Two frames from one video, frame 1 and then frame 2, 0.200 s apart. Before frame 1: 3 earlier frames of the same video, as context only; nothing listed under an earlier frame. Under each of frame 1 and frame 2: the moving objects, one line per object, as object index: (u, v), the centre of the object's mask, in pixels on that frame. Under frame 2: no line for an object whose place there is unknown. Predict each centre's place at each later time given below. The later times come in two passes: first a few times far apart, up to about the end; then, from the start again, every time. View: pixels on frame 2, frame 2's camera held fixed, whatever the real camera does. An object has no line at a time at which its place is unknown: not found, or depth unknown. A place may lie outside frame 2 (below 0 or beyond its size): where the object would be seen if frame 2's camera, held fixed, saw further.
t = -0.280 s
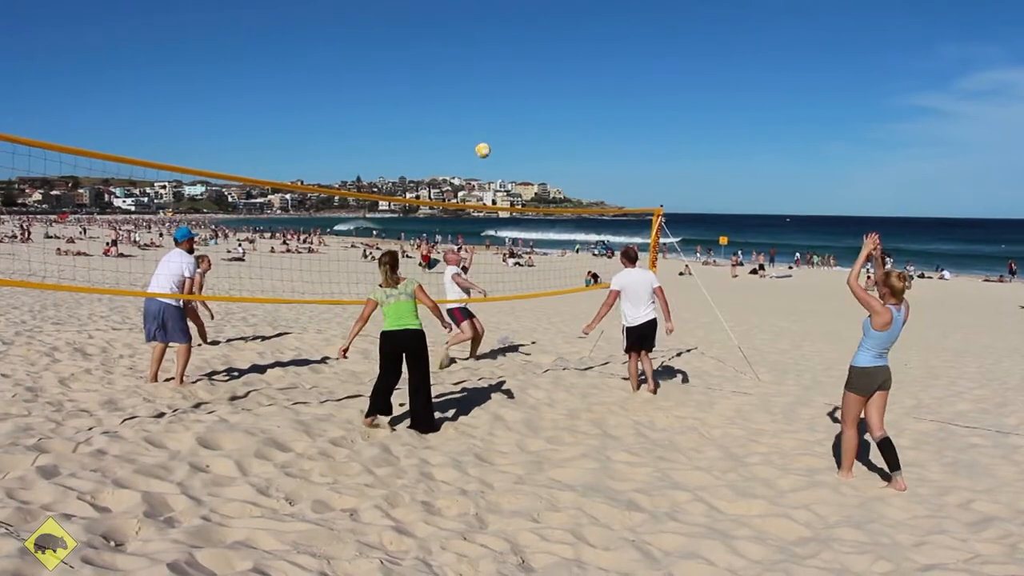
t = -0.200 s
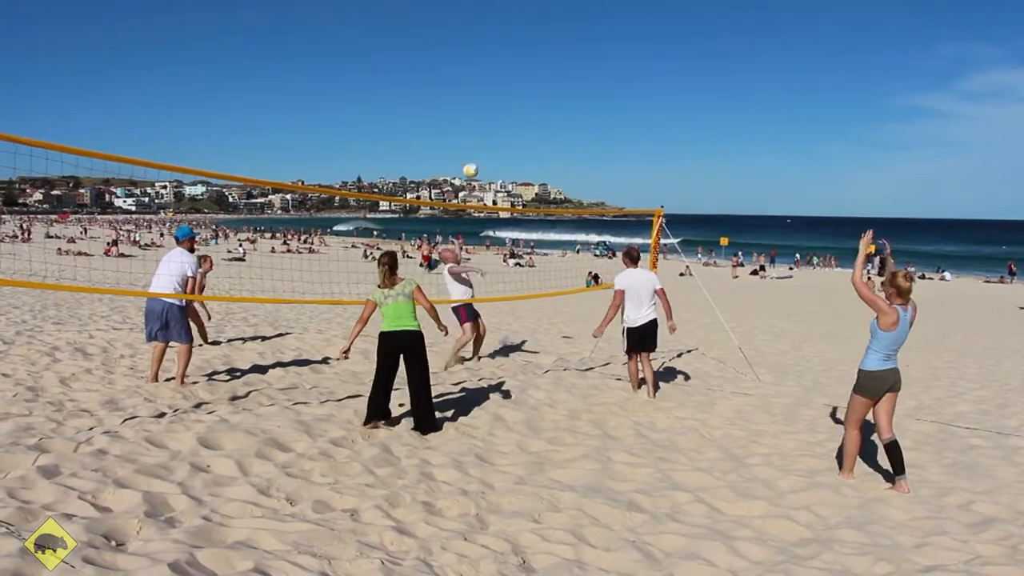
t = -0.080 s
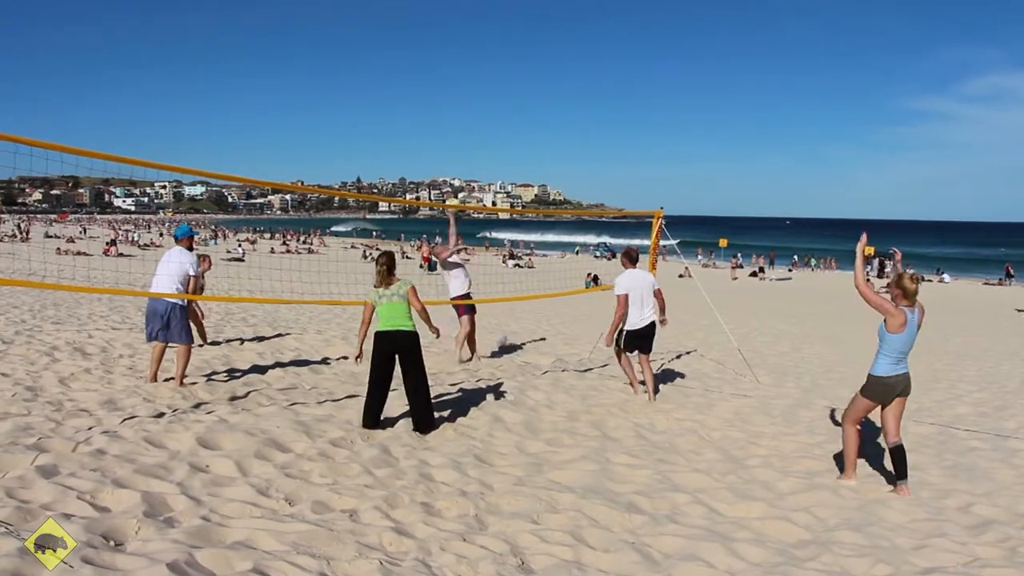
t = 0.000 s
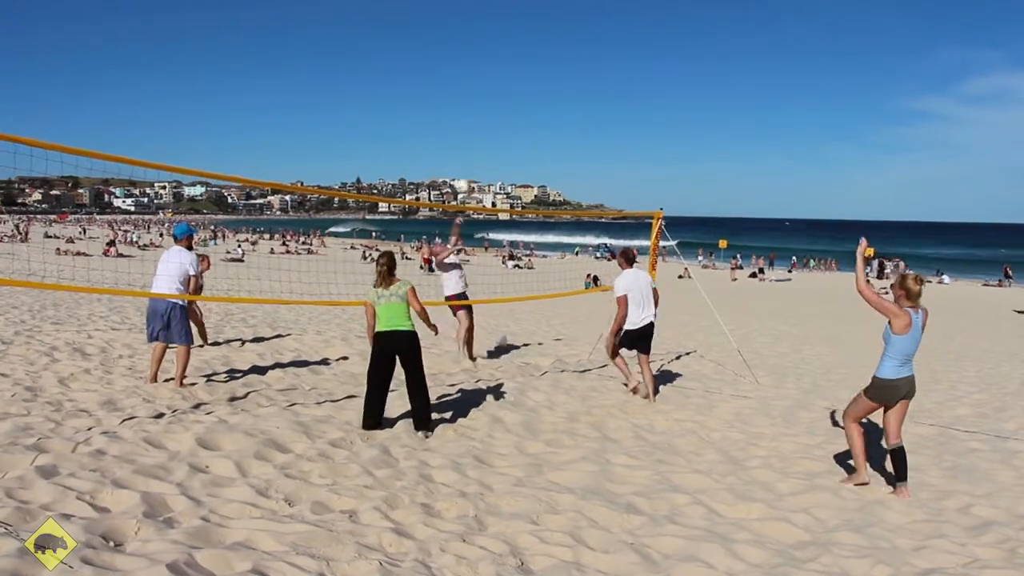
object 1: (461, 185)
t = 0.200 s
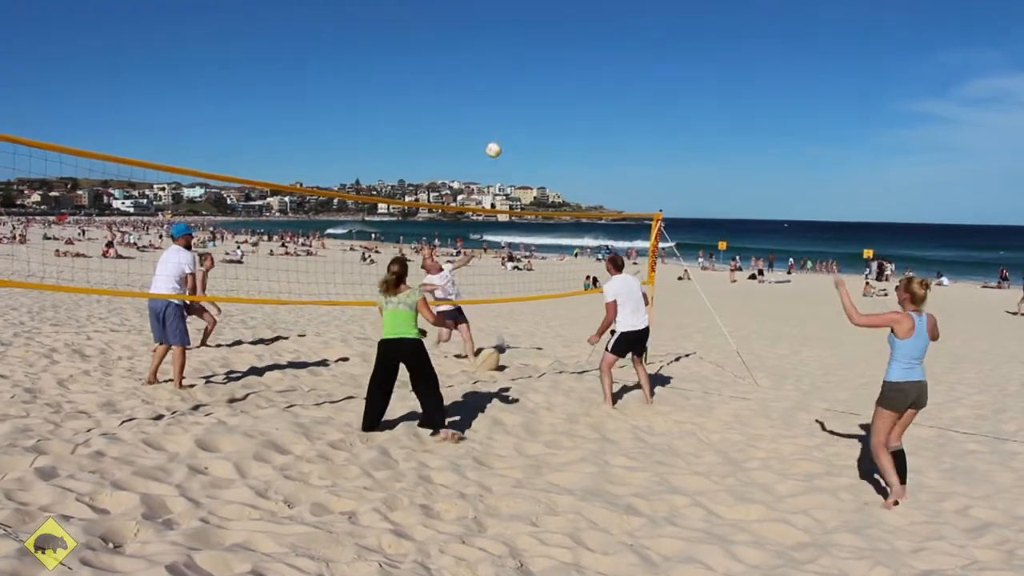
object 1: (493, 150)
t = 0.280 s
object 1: (507, 142)
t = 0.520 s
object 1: (548, 145)
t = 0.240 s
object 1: (500, 145)
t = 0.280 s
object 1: (507, 142)
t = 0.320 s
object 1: (513, 139)
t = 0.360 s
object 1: (520, 138)
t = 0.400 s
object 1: (527, 138)
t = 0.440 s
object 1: (534, 139)
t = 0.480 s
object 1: (541, 141)
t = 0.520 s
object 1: (548, 145)
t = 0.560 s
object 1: (554, 149)
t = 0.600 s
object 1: (562, 155)
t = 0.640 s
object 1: (569, 162)
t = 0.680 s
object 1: (576, 170)
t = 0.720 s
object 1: (582, 179)
